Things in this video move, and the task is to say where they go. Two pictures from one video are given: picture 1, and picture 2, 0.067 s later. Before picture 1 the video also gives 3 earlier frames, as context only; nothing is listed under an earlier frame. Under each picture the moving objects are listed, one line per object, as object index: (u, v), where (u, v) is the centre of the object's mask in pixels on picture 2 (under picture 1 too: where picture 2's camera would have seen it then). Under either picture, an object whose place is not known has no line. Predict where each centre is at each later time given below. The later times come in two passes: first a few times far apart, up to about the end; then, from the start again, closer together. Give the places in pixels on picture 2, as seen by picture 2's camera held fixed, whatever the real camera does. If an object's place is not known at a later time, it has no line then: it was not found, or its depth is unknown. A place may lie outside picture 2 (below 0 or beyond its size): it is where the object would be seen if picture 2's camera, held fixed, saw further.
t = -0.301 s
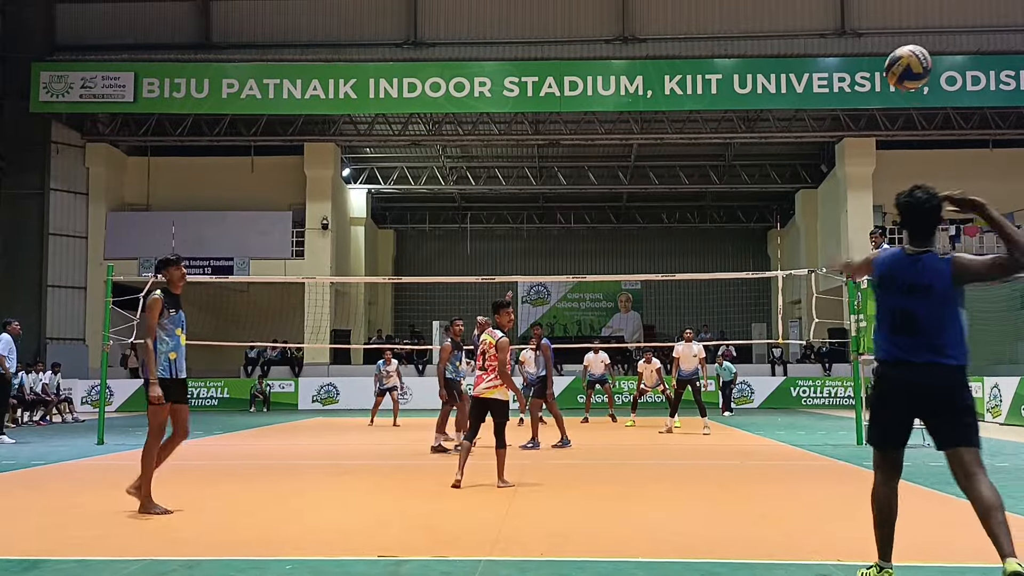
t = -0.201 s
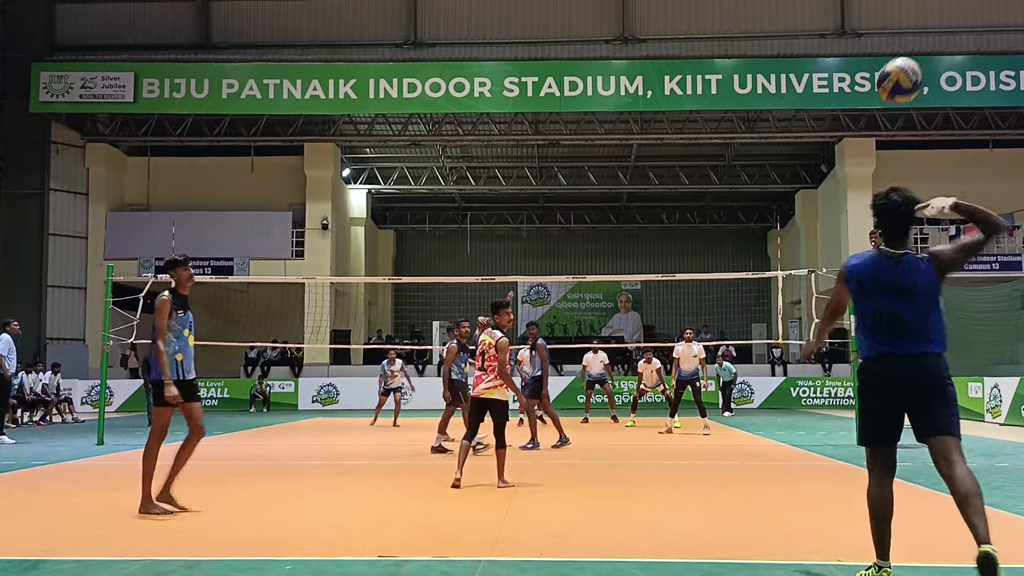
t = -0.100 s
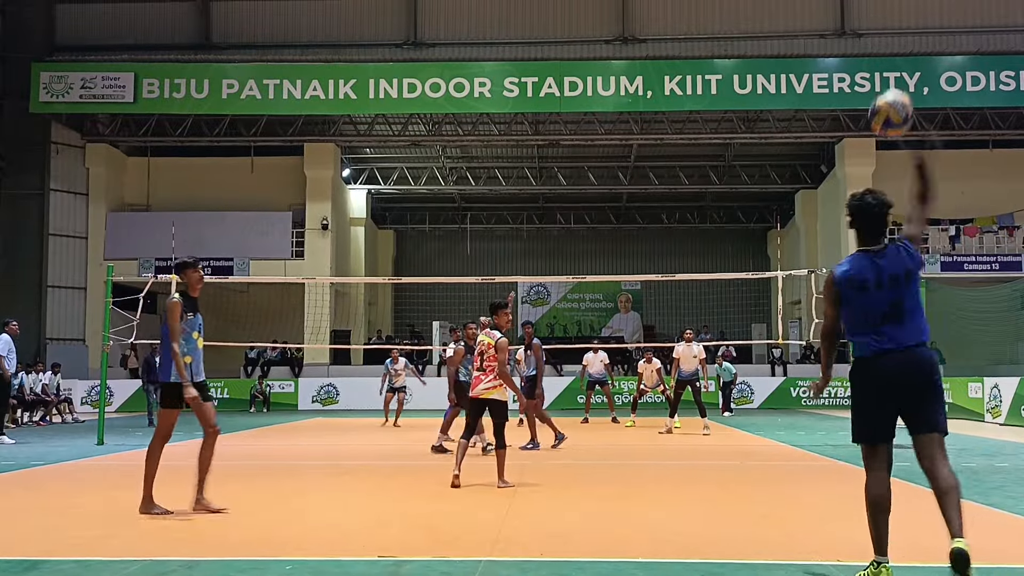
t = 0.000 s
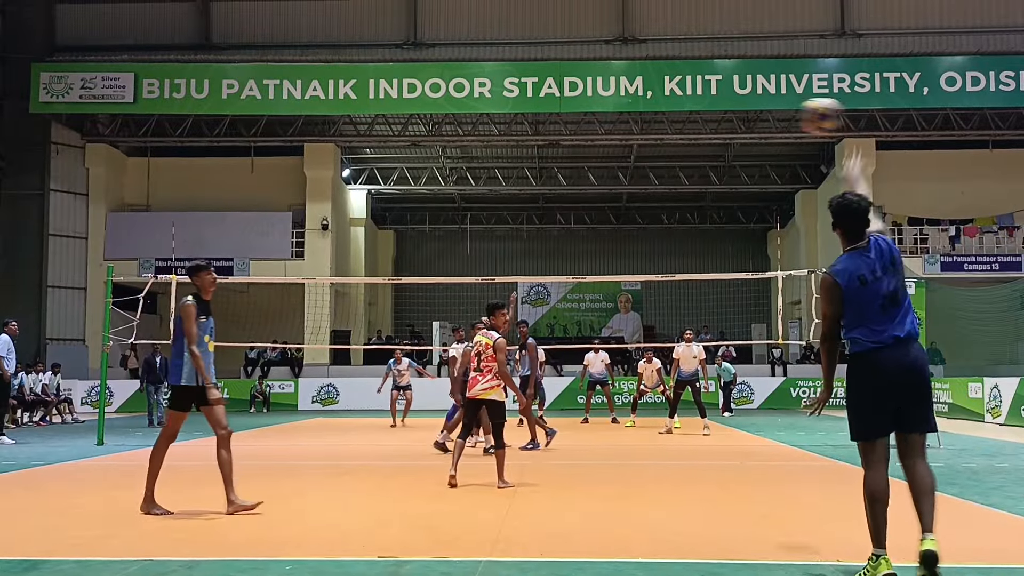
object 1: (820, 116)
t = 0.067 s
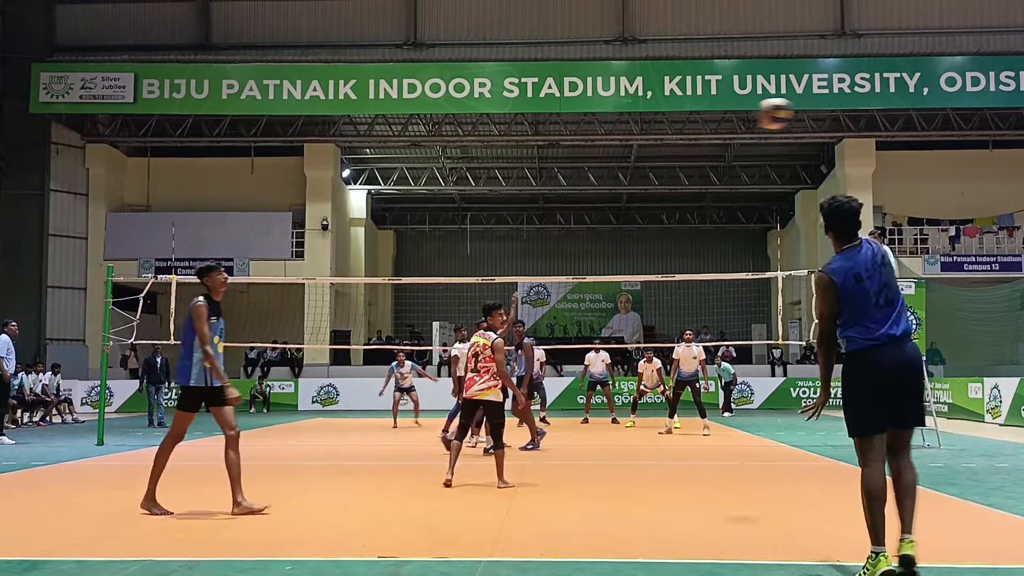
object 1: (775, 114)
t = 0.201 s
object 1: (715, 126)
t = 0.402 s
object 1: (666, 167)
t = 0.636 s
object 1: (638, 233)
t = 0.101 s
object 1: (757, 115)
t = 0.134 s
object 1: (740, 117)
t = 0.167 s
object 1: (728, 122)
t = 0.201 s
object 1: (715, 126)
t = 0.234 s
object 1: (704, 132)
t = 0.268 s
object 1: (694, 138)
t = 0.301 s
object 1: (686, 145)
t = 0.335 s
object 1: (679, 151)
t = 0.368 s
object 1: (672, 159)
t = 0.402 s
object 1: (666, 167)
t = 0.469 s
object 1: (656, 185)
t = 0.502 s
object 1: (652, 194)
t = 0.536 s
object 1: (648, 203)
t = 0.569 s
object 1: (644, 213)
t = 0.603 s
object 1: (641, 223)
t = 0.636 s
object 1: (638, 233)
